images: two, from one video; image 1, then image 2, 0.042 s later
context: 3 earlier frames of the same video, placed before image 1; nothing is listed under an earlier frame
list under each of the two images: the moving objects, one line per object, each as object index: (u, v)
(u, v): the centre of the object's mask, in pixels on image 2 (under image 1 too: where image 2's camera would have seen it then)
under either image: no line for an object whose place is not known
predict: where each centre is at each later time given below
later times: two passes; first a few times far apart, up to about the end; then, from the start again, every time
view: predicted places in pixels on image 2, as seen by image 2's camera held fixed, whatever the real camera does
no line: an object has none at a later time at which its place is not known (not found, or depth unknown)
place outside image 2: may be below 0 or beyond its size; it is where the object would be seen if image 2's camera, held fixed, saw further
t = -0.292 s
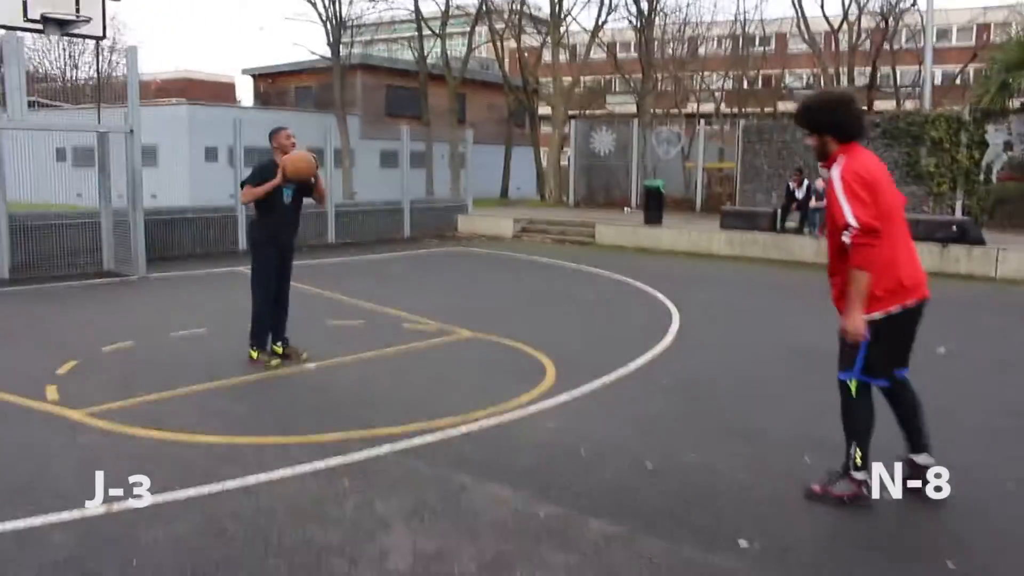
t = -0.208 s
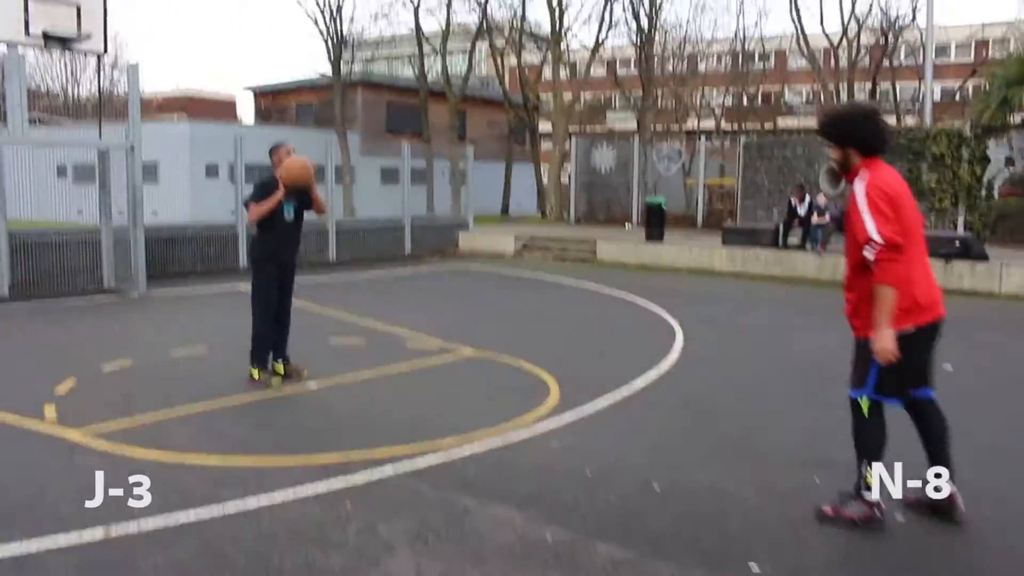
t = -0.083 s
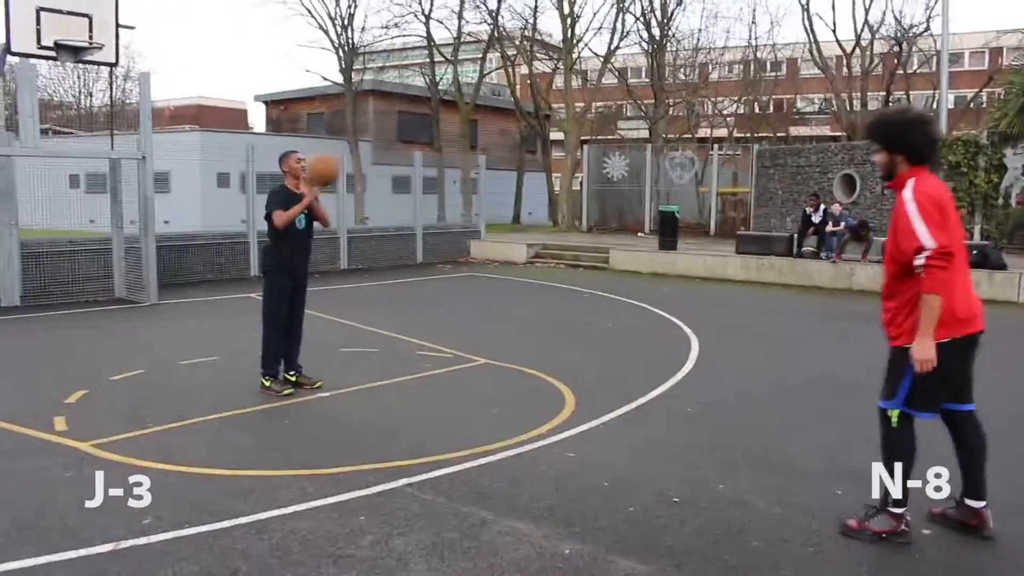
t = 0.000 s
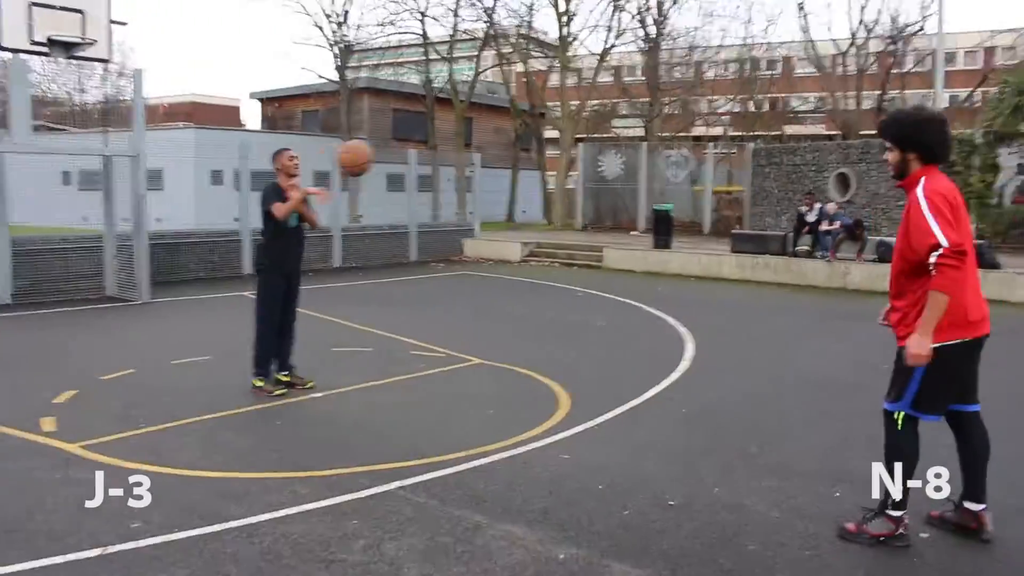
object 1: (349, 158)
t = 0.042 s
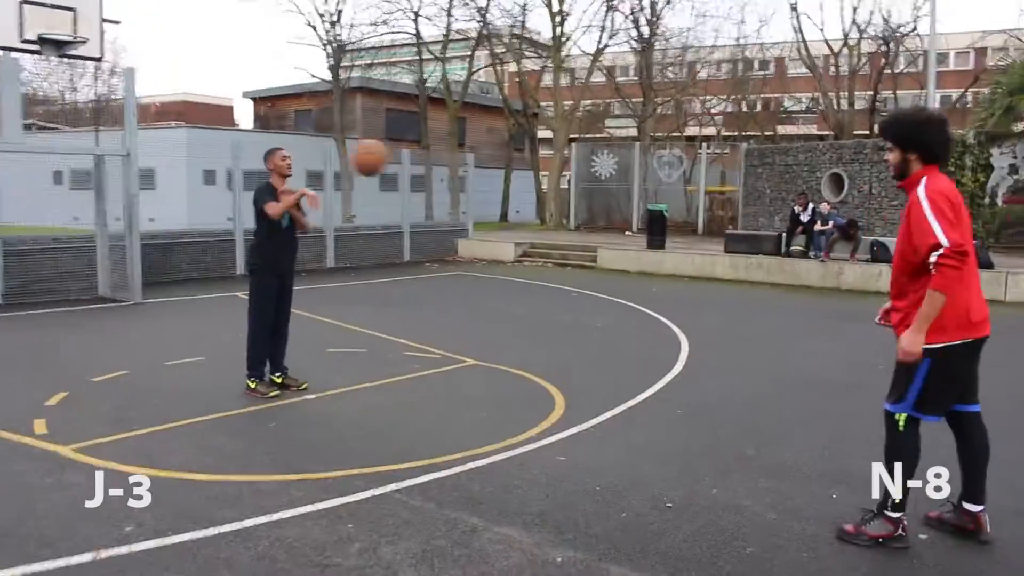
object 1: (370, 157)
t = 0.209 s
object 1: (462, 184)
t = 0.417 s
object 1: (601, 298)
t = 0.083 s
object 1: (391, 159)
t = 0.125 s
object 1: (415, 164)
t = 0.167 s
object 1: (439, 173)
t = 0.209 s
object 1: (462, 184)
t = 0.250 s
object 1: (489, 199)
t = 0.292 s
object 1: (519, 218)
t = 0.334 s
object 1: (544, 239)
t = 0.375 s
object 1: (573, 267)
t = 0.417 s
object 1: (601, 298)
